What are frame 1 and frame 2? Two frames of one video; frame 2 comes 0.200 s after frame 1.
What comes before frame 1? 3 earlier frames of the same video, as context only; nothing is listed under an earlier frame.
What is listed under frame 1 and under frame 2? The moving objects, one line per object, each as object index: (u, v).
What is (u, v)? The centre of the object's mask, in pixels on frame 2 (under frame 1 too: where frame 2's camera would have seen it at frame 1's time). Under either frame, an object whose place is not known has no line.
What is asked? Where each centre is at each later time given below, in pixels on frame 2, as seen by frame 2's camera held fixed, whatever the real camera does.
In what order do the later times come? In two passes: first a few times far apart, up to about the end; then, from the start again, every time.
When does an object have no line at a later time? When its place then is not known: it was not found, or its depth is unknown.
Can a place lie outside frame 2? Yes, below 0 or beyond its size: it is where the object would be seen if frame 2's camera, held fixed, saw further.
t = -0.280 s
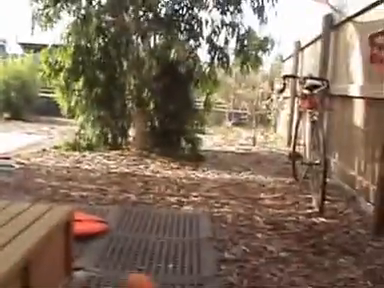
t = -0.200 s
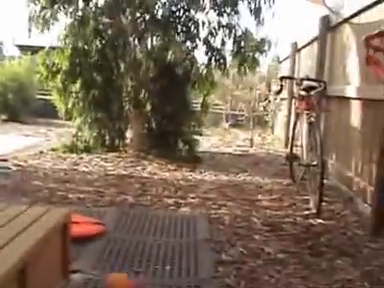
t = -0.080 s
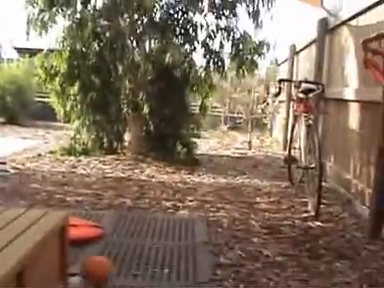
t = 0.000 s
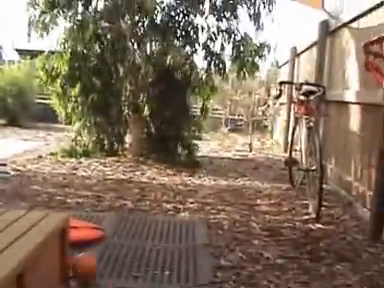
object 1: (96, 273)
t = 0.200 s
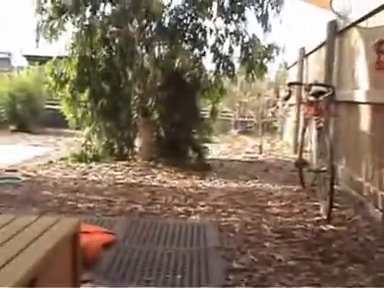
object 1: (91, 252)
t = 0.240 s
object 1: (90, 251)
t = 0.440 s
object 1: (84, 224)
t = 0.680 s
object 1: (82, 223)
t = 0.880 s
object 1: (80, 216)
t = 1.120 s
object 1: (77, 213)
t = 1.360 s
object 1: (74, 210)
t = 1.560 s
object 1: (72, 206)
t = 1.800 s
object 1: (70, 202)
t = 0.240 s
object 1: (90, 251)
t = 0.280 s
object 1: (87, 243)
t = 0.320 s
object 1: (87, 239)
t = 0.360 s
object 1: (85, 232)
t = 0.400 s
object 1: (84, 226)
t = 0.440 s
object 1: (84, 224)
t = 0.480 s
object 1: (84, 225)
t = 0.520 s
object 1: (84, 226)
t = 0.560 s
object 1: (84, 227)
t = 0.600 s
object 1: (84, 226)
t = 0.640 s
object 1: (83, 224)
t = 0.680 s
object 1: (82, 223)
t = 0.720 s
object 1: (82, 223)
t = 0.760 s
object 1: (82, 221)
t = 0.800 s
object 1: (82, 219)
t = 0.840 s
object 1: (81, 219)
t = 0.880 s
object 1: (80, 216)
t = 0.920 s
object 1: (79, 214)
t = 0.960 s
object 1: (78, 213)
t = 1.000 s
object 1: (78, 213)
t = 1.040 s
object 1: (77, 212)
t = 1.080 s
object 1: (77, 213)
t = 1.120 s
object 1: (77, 213)
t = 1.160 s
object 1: (78, 213)
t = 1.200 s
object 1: (76, 212)
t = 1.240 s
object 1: (76, 211)
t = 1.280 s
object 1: (75, 211)
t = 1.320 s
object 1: (75, 211)
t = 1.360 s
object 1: (74, 210)
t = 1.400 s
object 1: (73, 209)
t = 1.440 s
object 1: (73, 209)
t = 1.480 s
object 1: (73, 208)
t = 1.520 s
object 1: (72, 207)
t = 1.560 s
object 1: (72, 206)
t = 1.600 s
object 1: (71, 205)
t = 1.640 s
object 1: (71, 205)
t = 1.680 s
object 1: (71, 205)
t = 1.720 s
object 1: (70, 204)
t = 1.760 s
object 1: (70, 202)
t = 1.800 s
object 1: (70, 202)
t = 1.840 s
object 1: (69, 201)
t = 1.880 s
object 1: (68, 200)
